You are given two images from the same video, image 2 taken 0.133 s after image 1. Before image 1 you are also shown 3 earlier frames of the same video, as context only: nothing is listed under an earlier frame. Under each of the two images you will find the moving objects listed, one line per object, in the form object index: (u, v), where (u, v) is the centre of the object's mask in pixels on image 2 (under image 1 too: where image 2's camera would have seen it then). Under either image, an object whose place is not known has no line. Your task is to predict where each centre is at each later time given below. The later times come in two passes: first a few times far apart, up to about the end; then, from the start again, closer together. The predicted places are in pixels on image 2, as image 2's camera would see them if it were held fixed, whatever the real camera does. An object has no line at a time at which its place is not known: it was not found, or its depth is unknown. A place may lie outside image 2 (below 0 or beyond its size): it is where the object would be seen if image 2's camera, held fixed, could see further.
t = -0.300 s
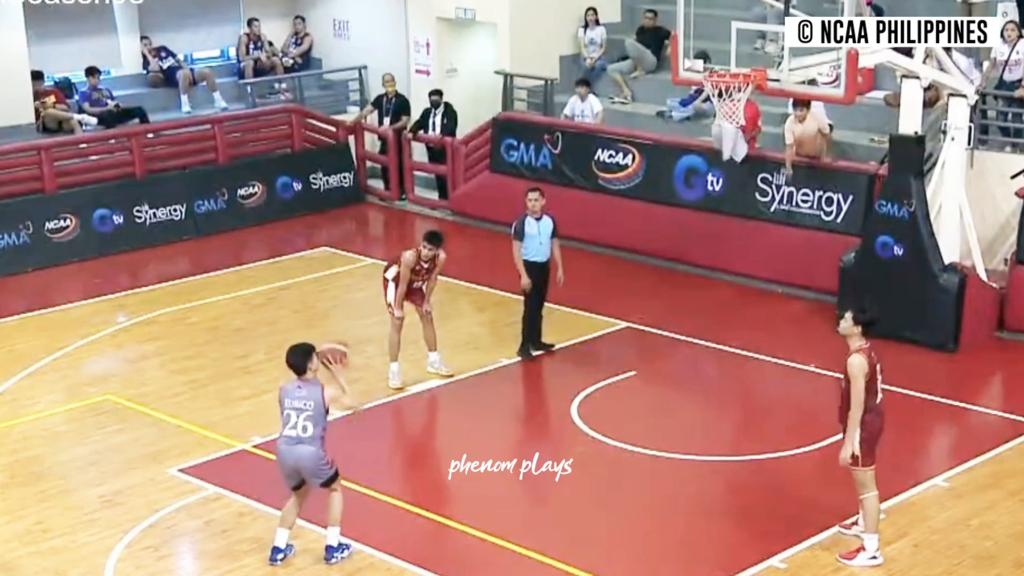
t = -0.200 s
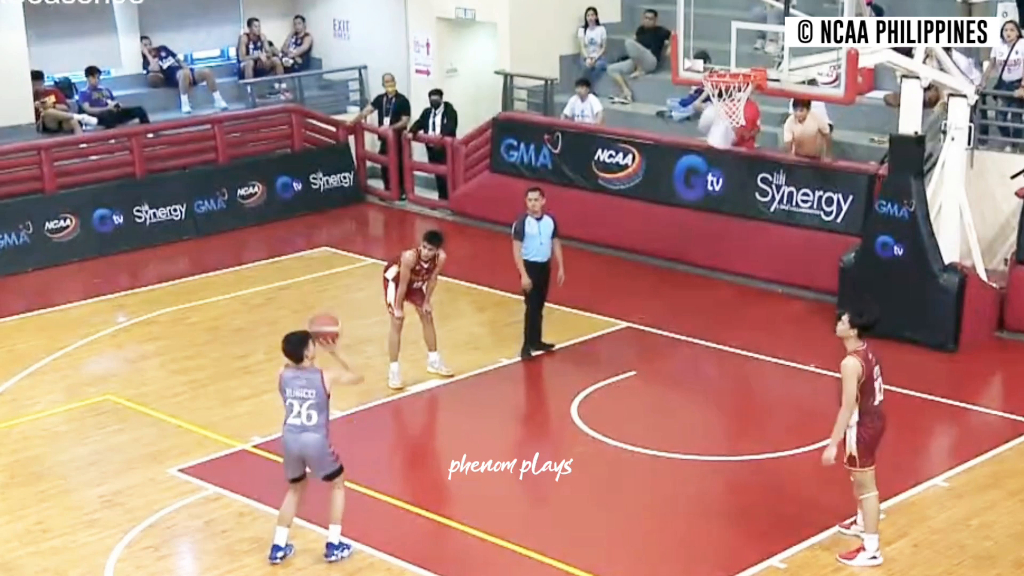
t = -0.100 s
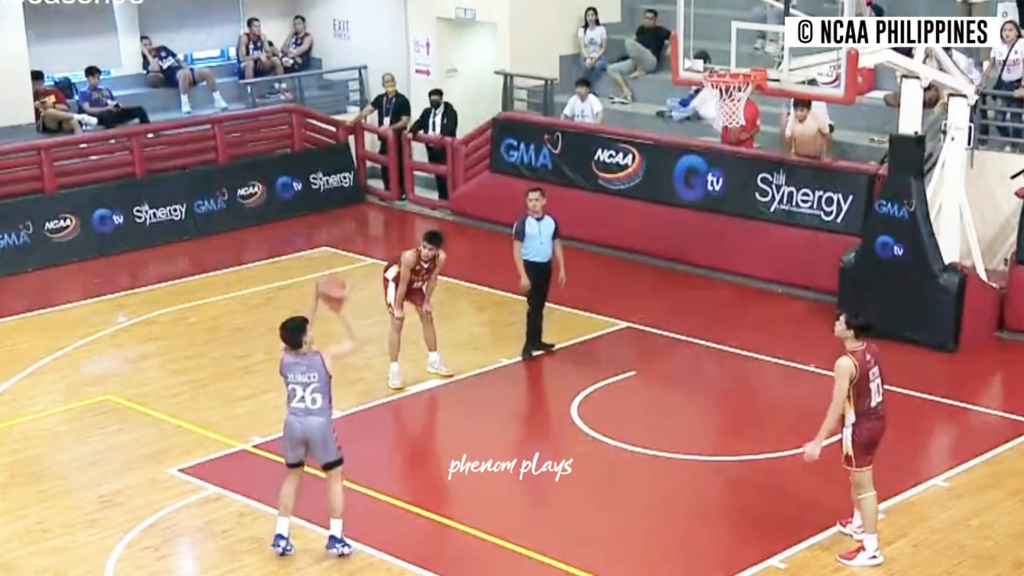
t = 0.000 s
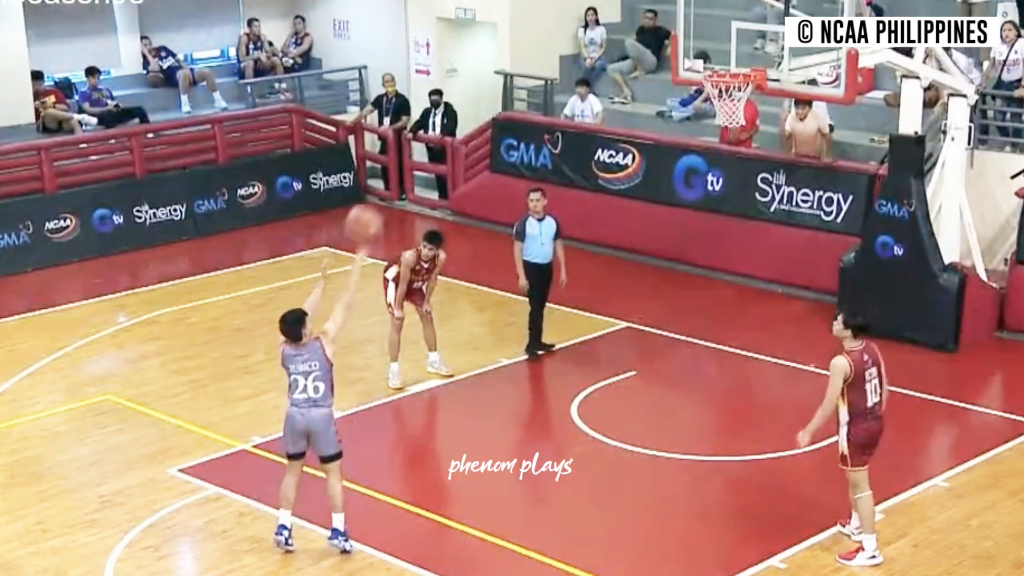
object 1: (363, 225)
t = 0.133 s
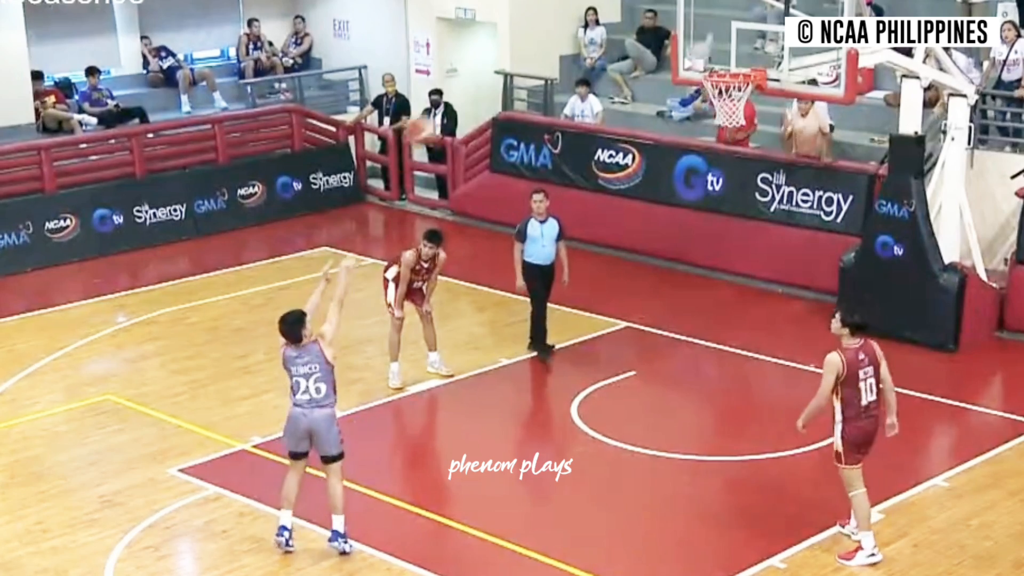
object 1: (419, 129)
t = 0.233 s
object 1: (464, 75)
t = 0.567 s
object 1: (597, 3)
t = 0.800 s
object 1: (681, 18)
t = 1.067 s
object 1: (738, 58)
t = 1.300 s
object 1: (721, 16)
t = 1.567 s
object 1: (703, 44)
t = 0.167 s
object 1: (434, 110)
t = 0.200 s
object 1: (448, 92)
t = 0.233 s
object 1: (464, 75)
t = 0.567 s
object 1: (597, 3)
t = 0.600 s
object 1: (610, 3)
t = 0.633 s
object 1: (621, 4)
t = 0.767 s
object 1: (669, 11)
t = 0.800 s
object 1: (681, 18)
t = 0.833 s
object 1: (692, 26)
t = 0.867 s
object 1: (705, 36)
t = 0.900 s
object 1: (714, 47)
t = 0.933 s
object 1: (725, 58)
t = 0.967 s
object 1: (735, 66)
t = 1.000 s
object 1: (738, 67)
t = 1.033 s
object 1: (740, 67)
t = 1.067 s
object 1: (738, 58)
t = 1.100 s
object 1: (735, 47)
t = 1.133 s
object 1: (733, 39)
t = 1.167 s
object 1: (730, 32)
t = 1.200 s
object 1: (728, 26)
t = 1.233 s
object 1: (726, 21)
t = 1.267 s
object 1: (723, 17)
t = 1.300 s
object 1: (721, 16)
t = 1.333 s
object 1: (719, 14)
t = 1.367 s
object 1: (718, 14)
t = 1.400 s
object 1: (715, 16)
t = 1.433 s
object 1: (712, 19)
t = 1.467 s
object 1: (709, 23)
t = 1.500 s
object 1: (707, 28)
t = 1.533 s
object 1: (704, 36)
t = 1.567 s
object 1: (703, 44)
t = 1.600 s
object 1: (700, 53)
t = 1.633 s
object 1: (697, 64)
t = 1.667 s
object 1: (694, 77)
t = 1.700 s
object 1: (691, 87)
